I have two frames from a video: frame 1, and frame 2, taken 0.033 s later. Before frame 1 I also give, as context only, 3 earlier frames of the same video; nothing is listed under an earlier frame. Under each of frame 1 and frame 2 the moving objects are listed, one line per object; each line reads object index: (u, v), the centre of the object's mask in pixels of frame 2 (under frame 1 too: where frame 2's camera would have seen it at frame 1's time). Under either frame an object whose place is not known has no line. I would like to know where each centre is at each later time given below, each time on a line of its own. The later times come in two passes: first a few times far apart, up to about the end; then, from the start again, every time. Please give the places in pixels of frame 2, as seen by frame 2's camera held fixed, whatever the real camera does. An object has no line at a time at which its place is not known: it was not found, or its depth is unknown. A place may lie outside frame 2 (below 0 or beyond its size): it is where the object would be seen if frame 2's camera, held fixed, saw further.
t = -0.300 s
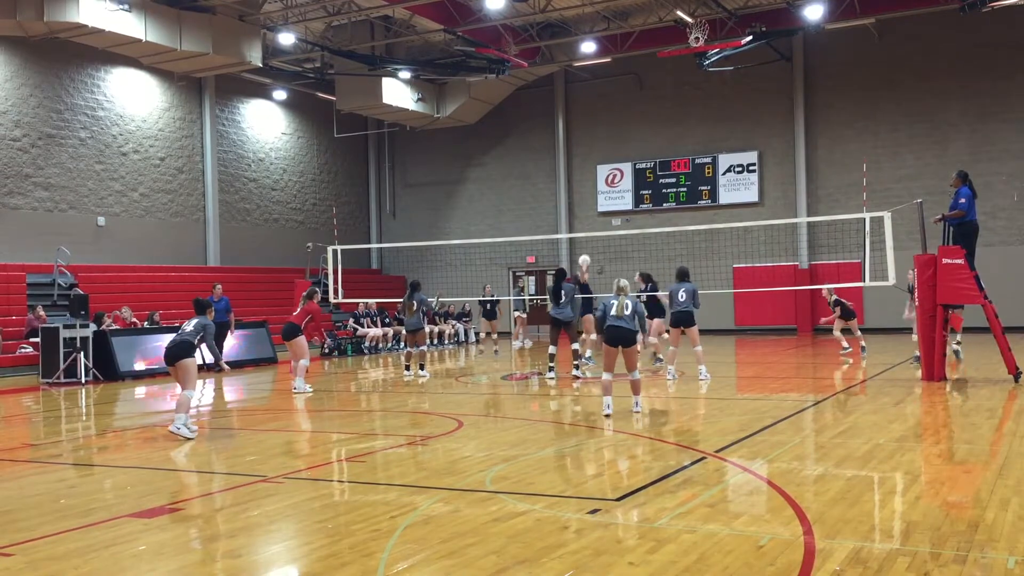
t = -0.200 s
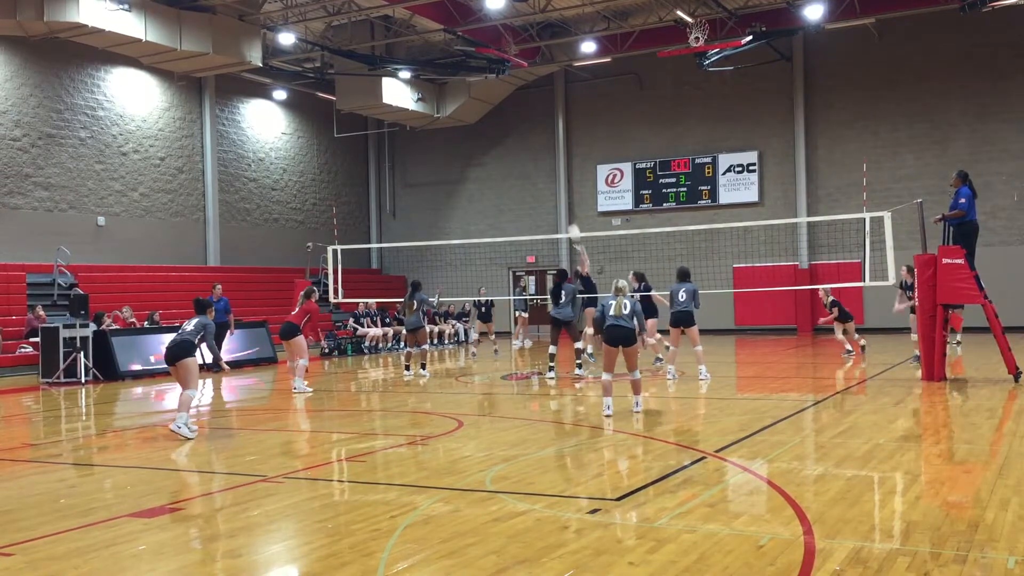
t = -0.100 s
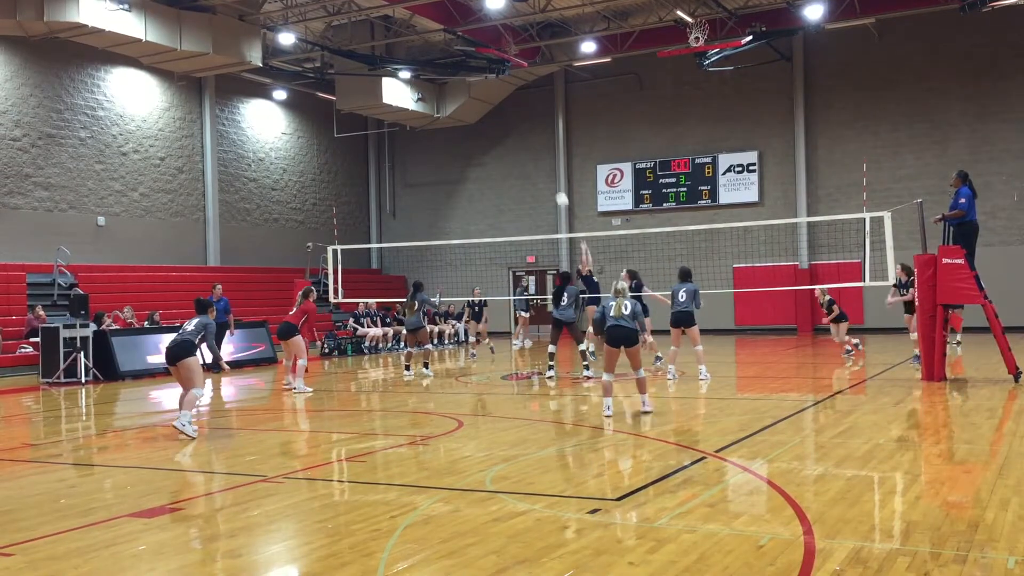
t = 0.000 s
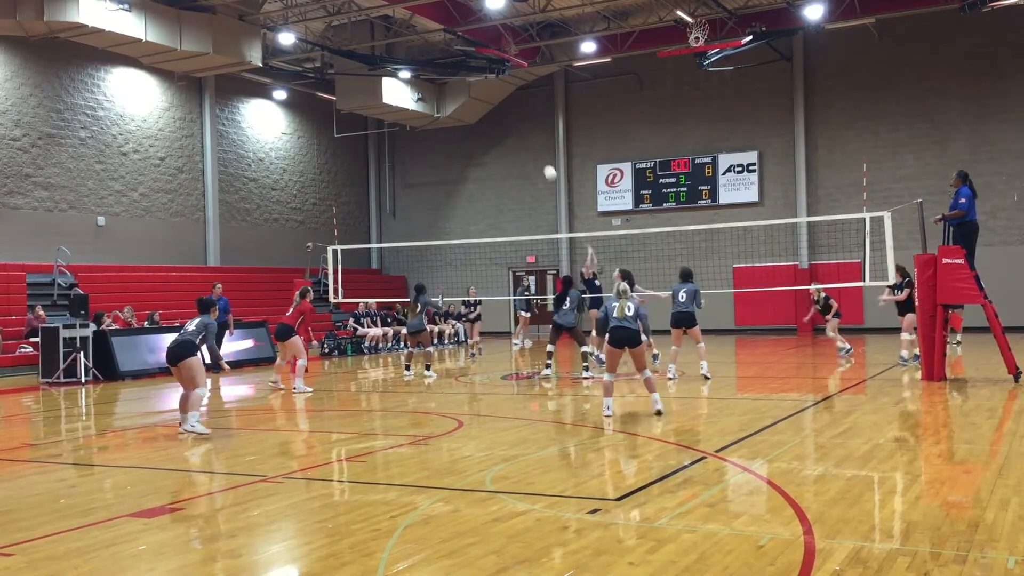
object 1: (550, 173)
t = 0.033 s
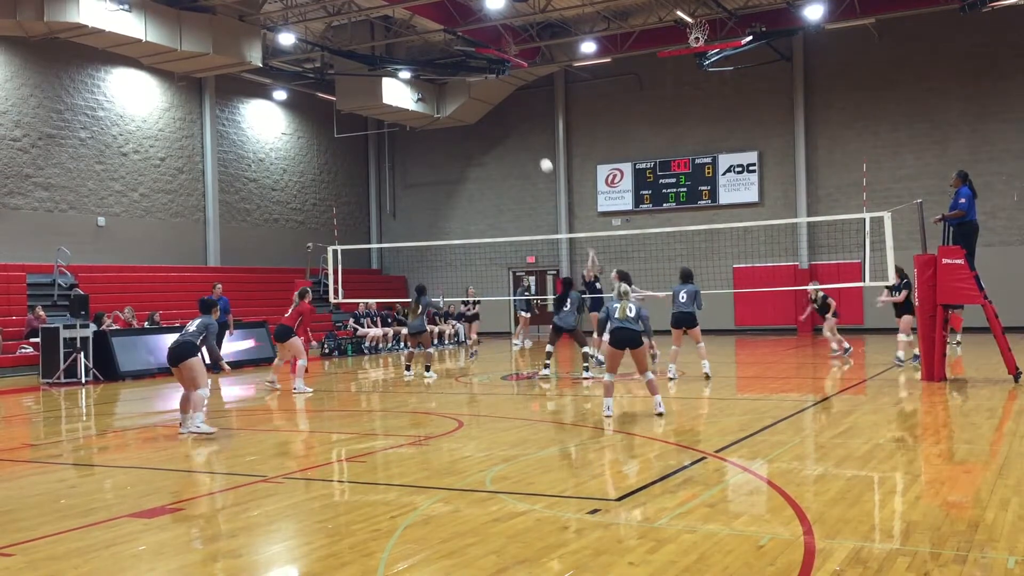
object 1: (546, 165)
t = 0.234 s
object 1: (524, 132)
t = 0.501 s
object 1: (496, 120)
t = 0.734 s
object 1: (473, 139)
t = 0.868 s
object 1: (461, 162)
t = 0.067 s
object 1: (542, 158)
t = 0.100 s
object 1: (538, 152)
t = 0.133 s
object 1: (535, 146)
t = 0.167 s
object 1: (531, 141)
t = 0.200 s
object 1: (527, 136)
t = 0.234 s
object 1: (524, 132)
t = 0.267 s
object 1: (520, 129)
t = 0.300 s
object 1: (516, 126)
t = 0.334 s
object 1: (513, 123)
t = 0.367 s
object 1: (509, 122)
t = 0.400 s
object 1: (506, 120)
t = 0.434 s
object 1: (502, 120)
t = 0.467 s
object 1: (499, 120)
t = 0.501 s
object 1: (496, 120)
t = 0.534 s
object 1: (492, 121)
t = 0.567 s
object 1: (489, 123)
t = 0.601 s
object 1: (486, 125)
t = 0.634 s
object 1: (483, 128)
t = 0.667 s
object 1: (479, 131)
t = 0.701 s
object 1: (476, 135)
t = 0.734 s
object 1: (473, 139)
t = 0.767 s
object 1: (470, 144)
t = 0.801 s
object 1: (467, 150)
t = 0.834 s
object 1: (464, 156)
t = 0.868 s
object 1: (461, 162)
